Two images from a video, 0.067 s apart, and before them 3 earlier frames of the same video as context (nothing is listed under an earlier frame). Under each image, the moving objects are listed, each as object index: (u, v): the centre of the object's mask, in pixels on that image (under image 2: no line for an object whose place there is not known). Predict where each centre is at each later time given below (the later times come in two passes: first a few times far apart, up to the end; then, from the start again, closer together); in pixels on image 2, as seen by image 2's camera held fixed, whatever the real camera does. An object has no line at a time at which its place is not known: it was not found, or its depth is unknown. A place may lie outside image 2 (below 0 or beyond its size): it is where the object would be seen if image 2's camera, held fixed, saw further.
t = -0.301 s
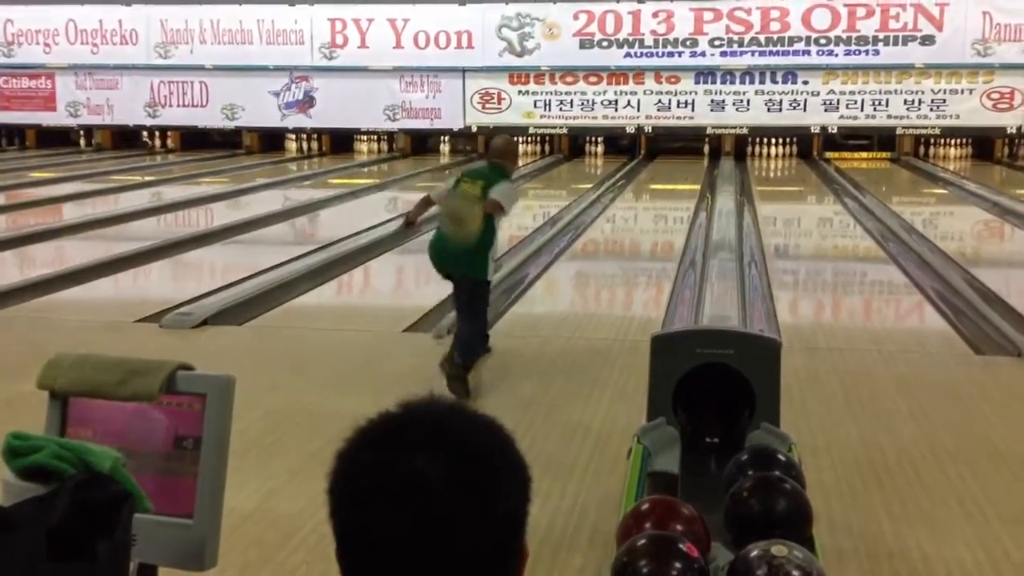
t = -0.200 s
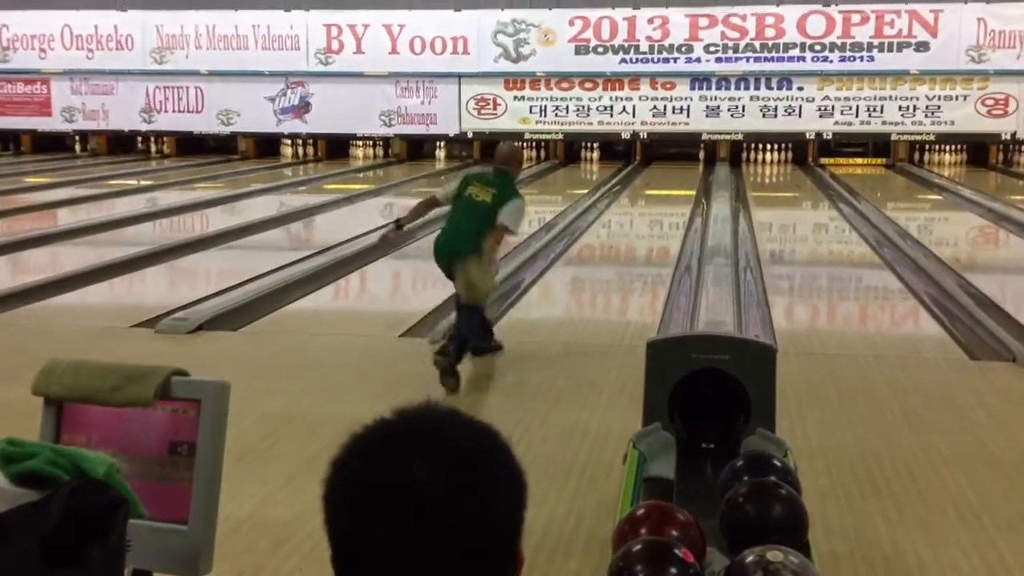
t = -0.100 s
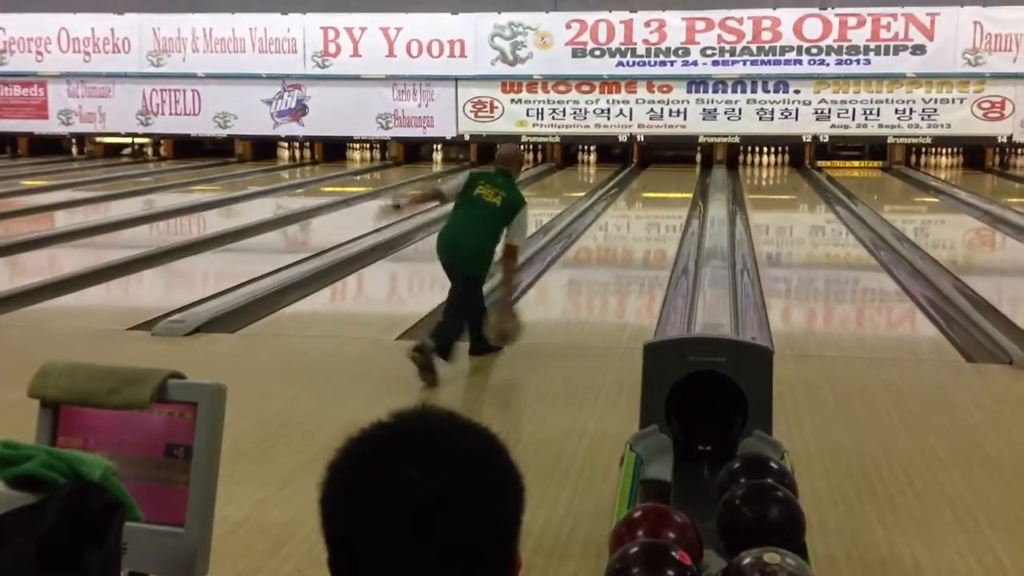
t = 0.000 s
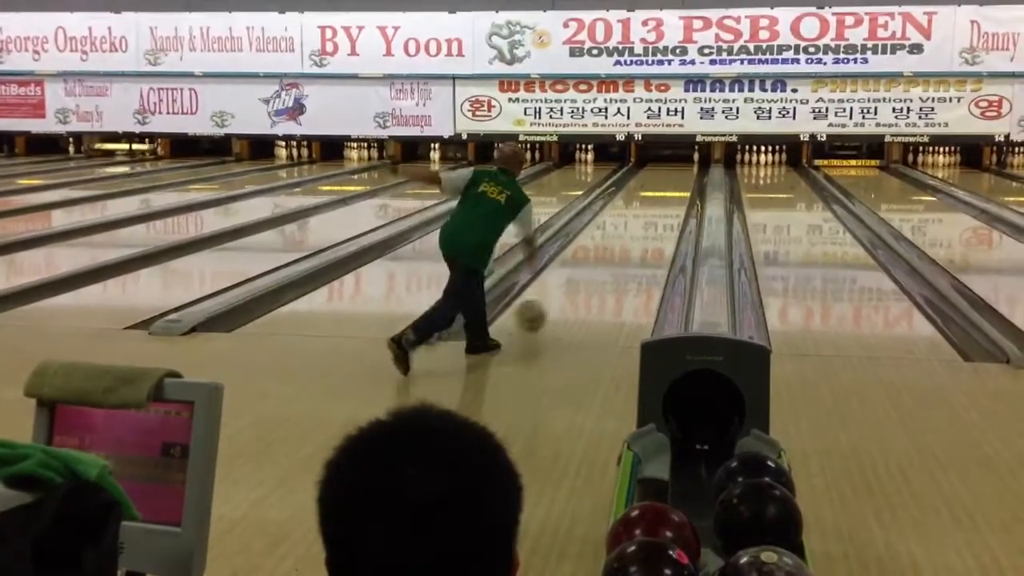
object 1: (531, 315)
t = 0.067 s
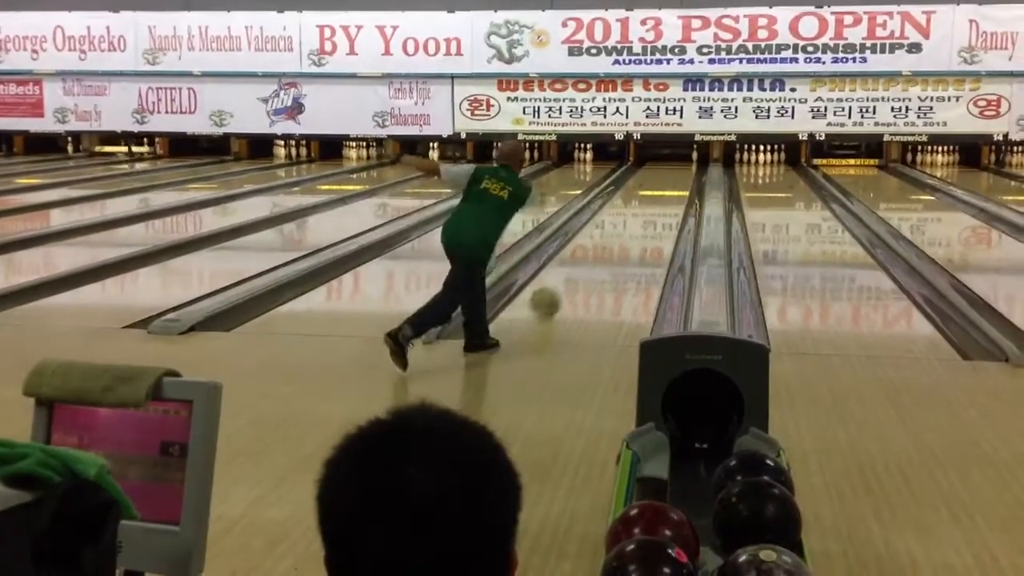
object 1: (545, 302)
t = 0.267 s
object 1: (582, 269)
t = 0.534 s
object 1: (615, 239)
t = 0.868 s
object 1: (644, 213)
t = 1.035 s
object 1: (654, 206)
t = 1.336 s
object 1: (670, 188)
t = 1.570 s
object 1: (676, 179)
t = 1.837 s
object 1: (686, 171)
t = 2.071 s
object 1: (689, 166)
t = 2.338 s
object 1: (694, 160)
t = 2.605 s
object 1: (690, 157)
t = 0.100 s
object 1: (551, 297)
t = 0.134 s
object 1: (558, 291)
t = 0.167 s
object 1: (565, 285)
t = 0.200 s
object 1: (571, 280)
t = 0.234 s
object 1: (577, 273)
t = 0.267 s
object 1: (582, 269)
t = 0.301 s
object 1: (587, 264)
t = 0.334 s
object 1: (591, 260)
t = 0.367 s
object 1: (596, 256)
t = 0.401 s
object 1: (601, 252)
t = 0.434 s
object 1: (604, 250)
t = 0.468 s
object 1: (609, 246)
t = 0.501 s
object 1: (612, 242)
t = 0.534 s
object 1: (615, 239)
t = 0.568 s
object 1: (619, 236)
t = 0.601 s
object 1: (622, 233)
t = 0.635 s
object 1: (625, 230)
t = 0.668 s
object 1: (628, 227)
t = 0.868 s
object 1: (644, 213)
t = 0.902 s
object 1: (646, 212)
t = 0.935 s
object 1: (648, 209)
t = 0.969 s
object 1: (650, 209)
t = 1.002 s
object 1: (652, 207)
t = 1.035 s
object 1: (654, 206)
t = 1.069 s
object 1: (656, 204)
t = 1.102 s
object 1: (658, 201)
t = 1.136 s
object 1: (660, 200)
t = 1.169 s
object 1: (663, 198)
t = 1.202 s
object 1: (664, 197)
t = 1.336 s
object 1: (670, 188)
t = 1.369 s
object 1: (671, 185)
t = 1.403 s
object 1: (673, 183)
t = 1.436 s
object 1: (674, 183)
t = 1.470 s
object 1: (674, 183)
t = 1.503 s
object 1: (676, 183)
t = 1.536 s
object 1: (676, 183)
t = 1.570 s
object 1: (676, 179)
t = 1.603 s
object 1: (677, 179)
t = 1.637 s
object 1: (678, 178)
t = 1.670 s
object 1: (680, 177)
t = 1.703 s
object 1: (681, 174)
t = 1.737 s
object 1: (682, 174)
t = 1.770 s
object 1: (685, 172)
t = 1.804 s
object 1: (686, 172)
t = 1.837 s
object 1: (686, 171)
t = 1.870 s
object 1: (687, 170)
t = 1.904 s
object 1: (688, 169)
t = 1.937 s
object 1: (688, 169)
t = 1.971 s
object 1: (688, 169)
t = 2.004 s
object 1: (688, 167)
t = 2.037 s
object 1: (689, 166)
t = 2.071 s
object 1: (689, 166)
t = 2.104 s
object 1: (691, 164)
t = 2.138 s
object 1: (691, 165)
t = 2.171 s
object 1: (691, 163)
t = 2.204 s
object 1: (692, 162)
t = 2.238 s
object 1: (693, 162)
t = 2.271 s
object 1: (693, 162)
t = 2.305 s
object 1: (694, 161)
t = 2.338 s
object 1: (694, 160)
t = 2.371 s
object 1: (694, 158)
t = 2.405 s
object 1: (694, 158)
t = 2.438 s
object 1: (694, 158)
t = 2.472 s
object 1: (695, 159)
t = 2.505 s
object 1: (695, 158)
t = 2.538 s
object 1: (695, 157)
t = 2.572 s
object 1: (692, 155)
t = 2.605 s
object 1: (690, 157)
